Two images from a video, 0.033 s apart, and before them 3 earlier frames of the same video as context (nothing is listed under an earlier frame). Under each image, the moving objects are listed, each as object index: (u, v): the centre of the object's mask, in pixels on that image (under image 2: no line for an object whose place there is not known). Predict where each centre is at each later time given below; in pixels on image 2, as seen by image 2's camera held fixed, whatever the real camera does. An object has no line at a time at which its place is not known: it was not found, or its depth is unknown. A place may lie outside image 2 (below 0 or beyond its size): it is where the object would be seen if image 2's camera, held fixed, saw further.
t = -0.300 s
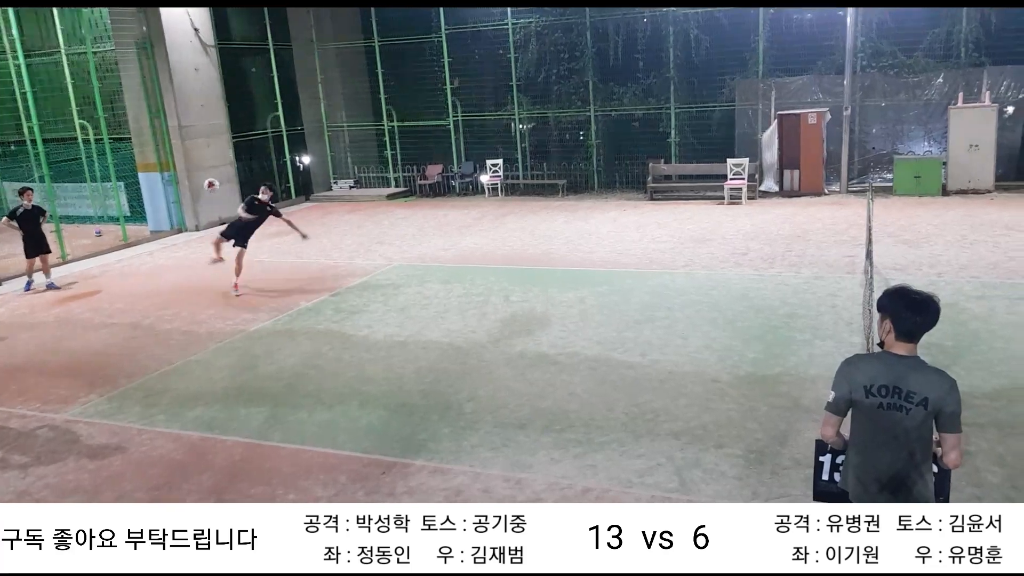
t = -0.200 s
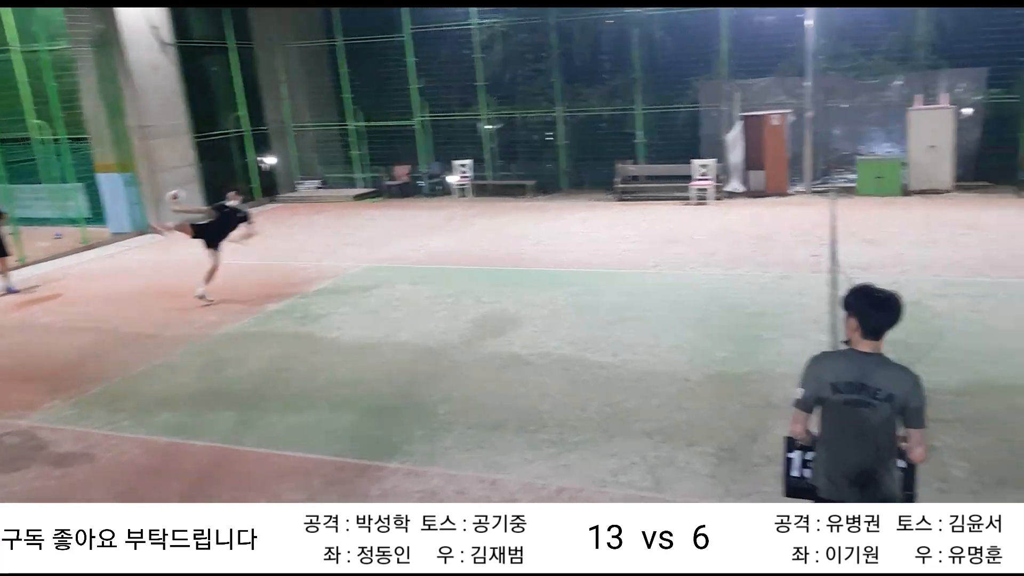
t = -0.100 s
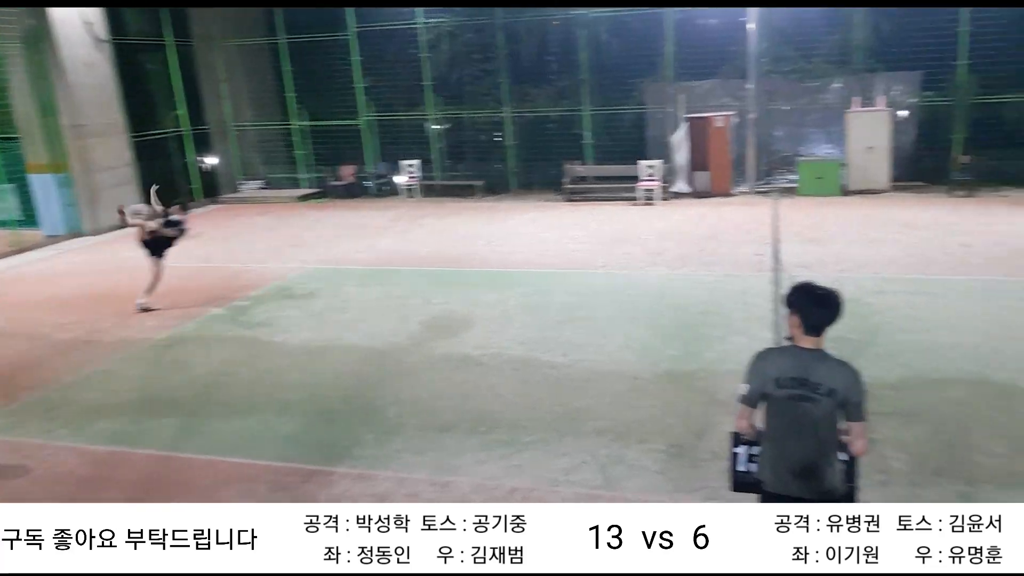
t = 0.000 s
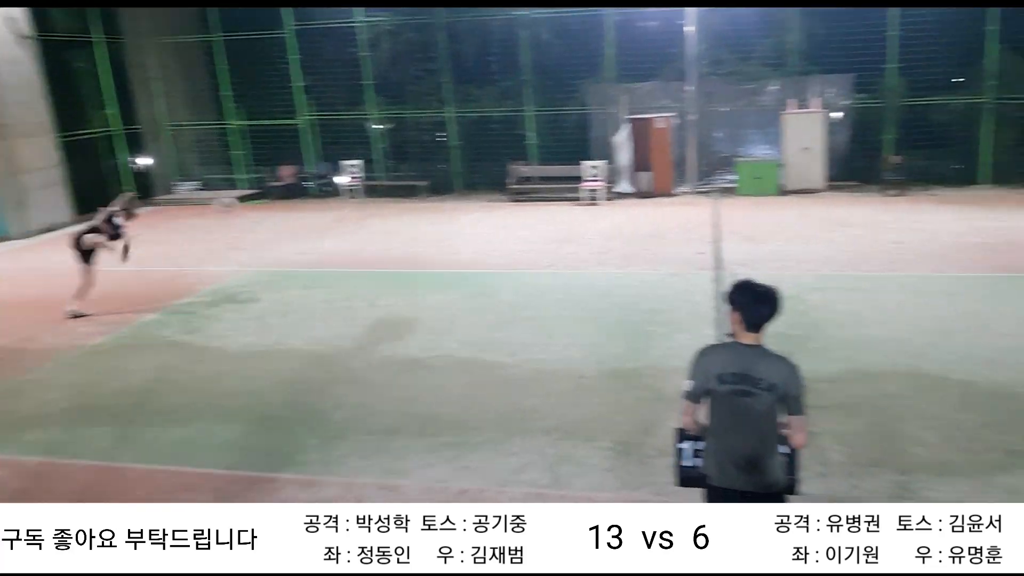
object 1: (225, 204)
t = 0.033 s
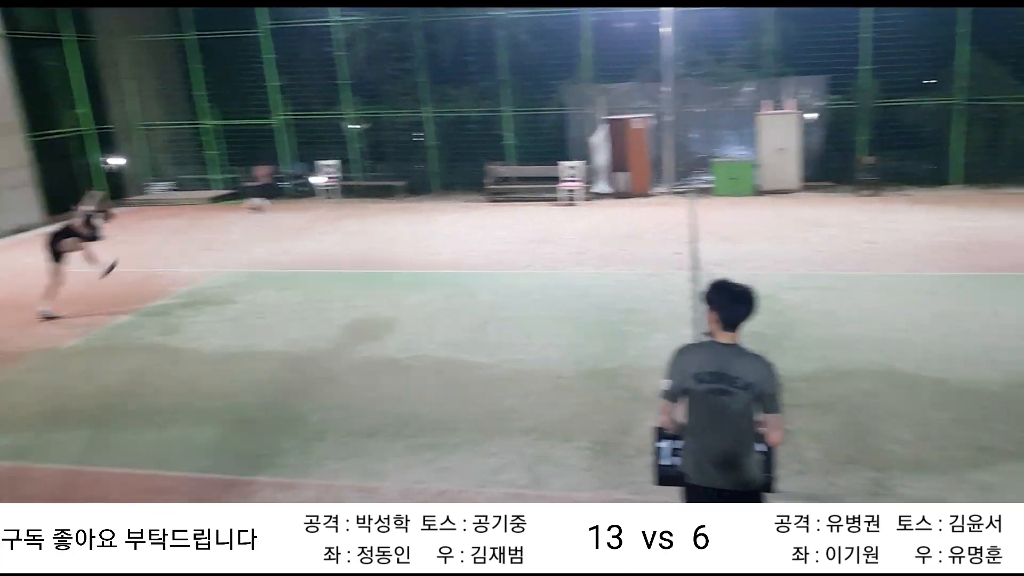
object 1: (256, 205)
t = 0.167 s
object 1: (485, 211)
